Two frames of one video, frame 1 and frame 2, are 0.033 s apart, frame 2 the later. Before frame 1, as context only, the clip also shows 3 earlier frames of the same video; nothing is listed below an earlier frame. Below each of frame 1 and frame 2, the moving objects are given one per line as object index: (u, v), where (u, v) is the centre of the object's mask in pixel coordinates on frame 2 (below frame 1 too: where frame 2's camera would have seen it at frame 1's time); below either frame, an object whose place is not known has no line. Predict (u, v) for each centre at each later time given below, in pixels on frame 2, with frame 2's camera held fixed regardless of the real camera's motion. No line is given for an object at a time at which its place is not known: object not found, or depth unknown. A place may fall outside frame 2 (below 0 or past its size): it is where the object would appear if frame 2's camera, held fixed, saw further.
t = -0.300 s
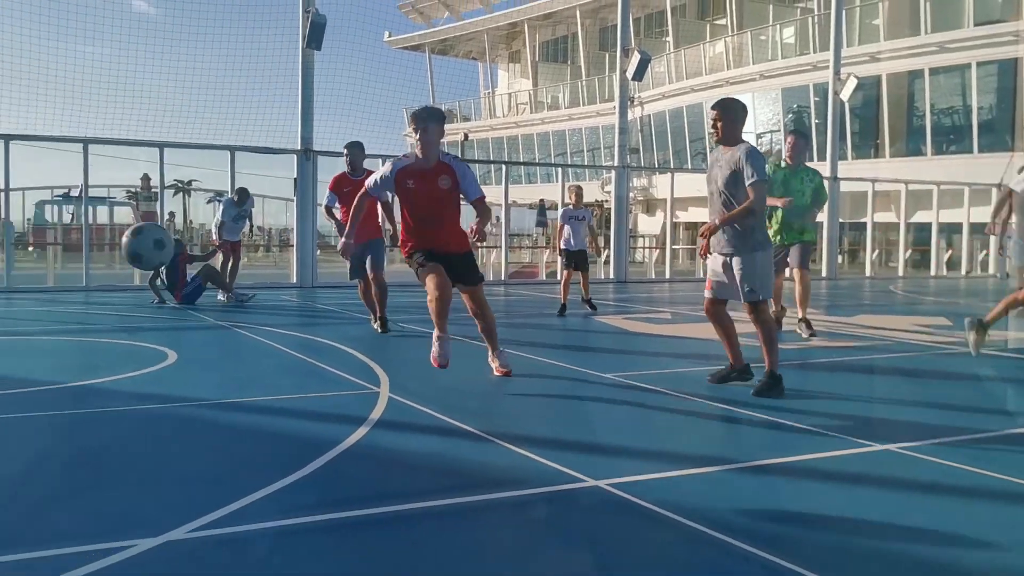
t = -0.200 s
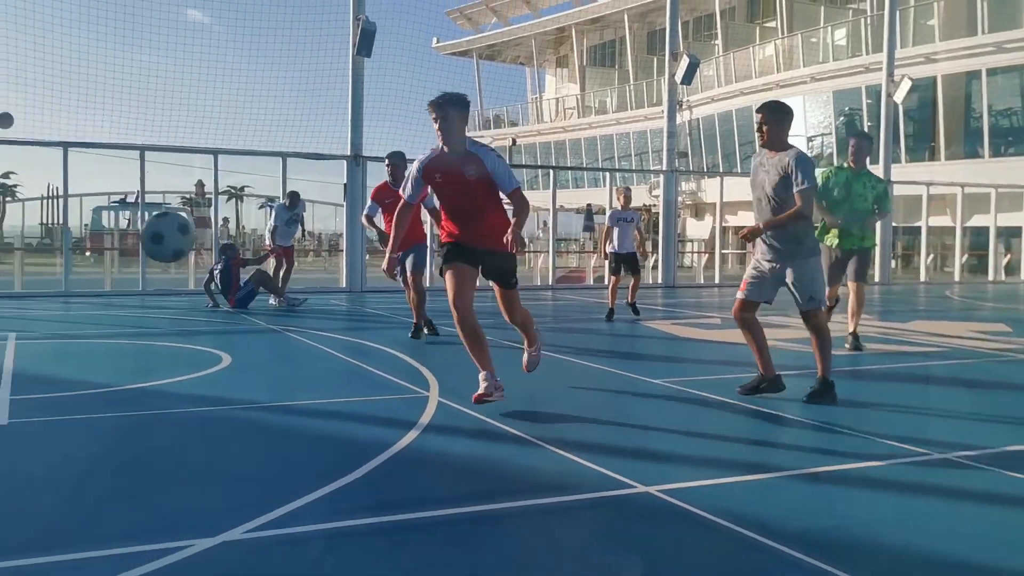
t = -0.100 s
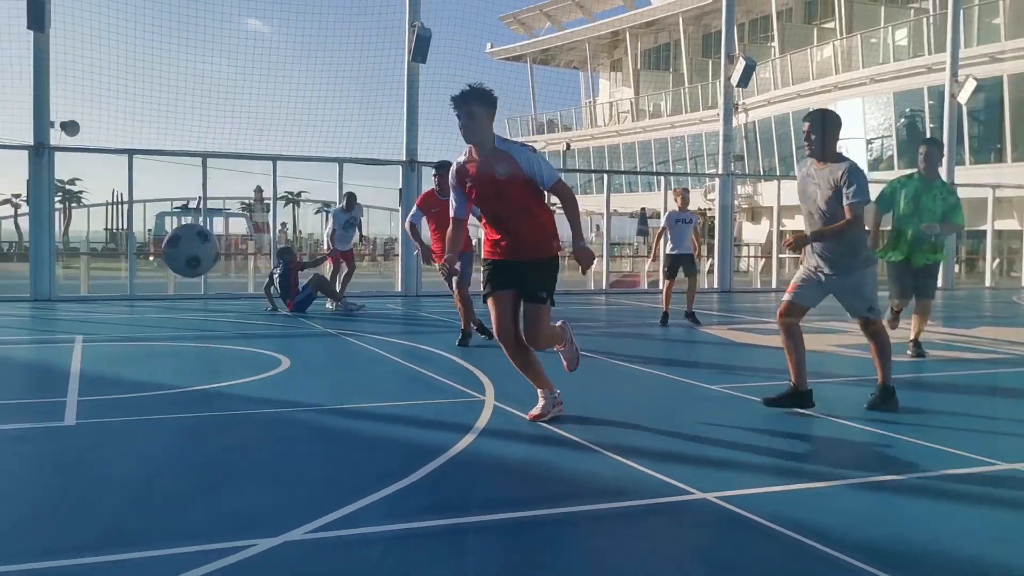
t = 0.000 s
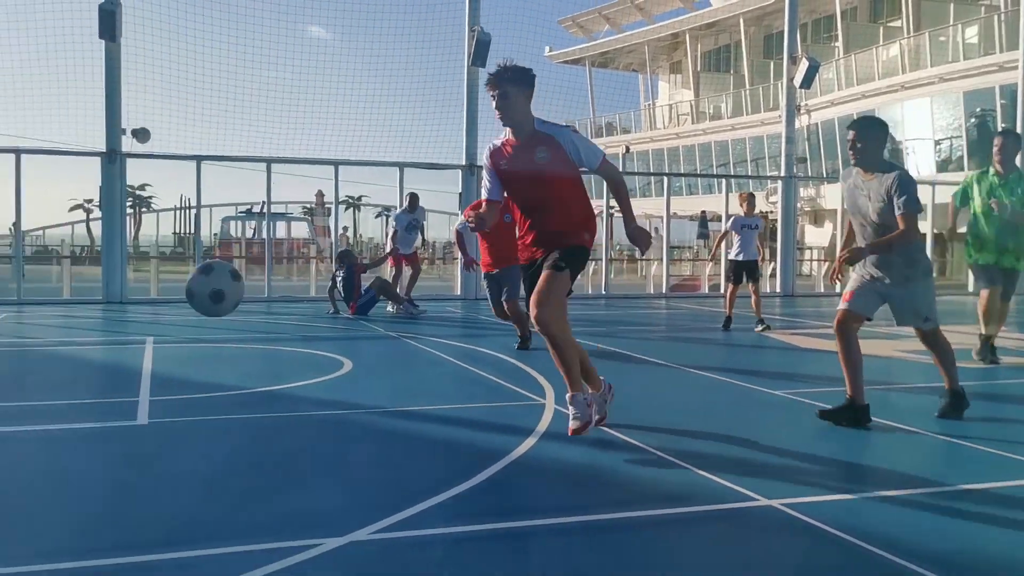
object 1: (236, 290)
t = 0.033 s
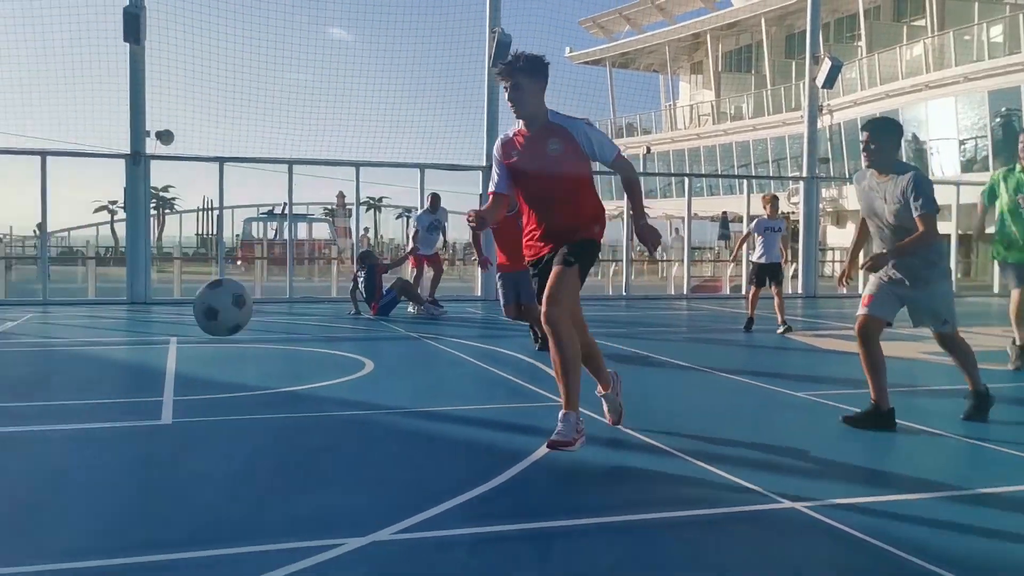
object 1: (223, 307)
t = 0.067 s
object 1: (207, 329)
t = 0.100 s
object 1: (191, 356)
